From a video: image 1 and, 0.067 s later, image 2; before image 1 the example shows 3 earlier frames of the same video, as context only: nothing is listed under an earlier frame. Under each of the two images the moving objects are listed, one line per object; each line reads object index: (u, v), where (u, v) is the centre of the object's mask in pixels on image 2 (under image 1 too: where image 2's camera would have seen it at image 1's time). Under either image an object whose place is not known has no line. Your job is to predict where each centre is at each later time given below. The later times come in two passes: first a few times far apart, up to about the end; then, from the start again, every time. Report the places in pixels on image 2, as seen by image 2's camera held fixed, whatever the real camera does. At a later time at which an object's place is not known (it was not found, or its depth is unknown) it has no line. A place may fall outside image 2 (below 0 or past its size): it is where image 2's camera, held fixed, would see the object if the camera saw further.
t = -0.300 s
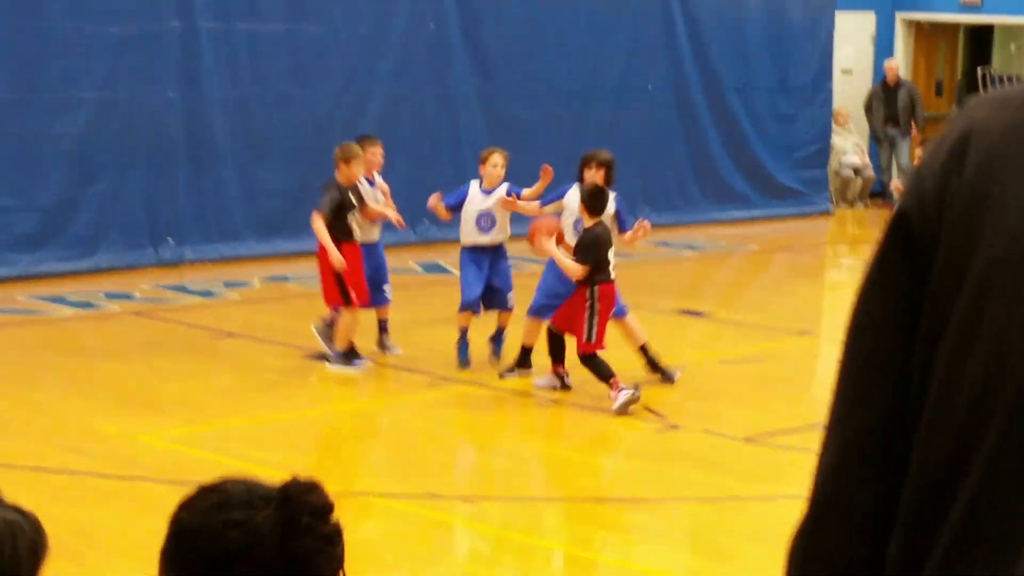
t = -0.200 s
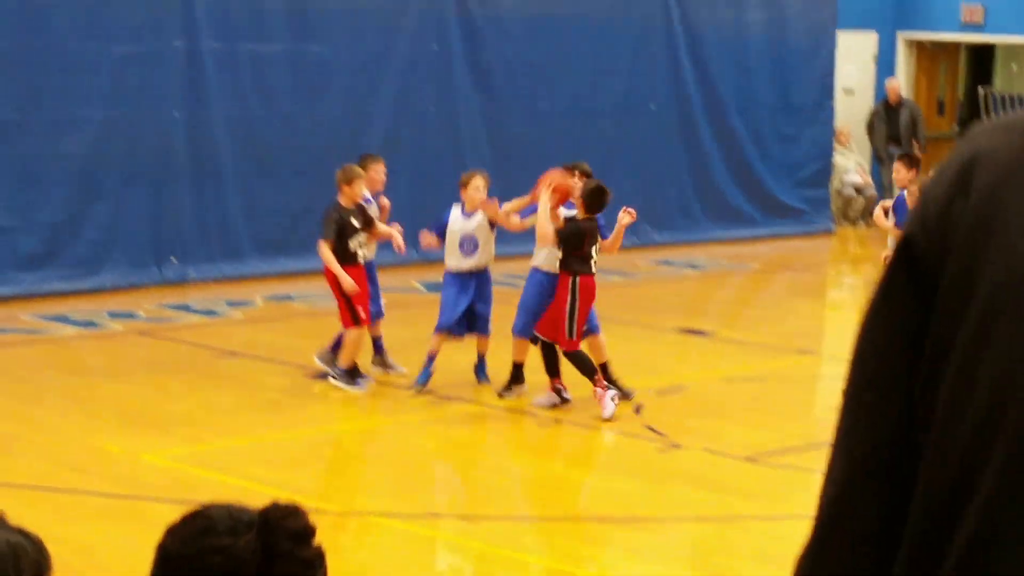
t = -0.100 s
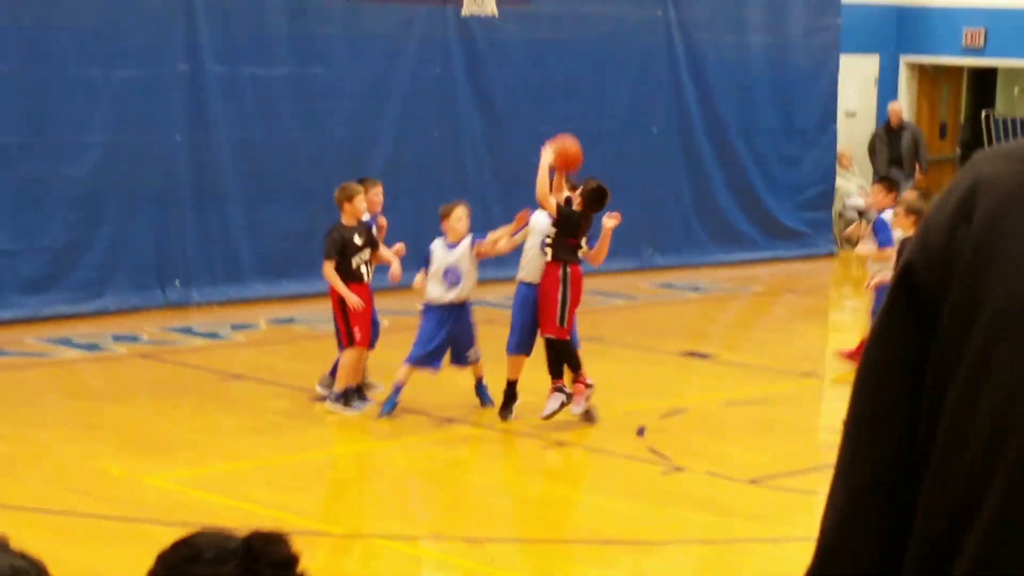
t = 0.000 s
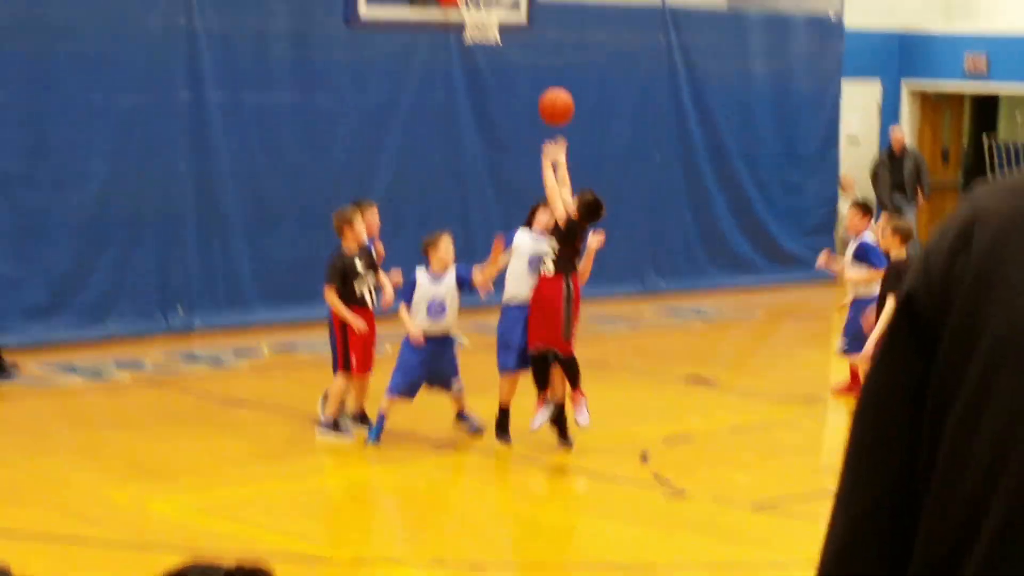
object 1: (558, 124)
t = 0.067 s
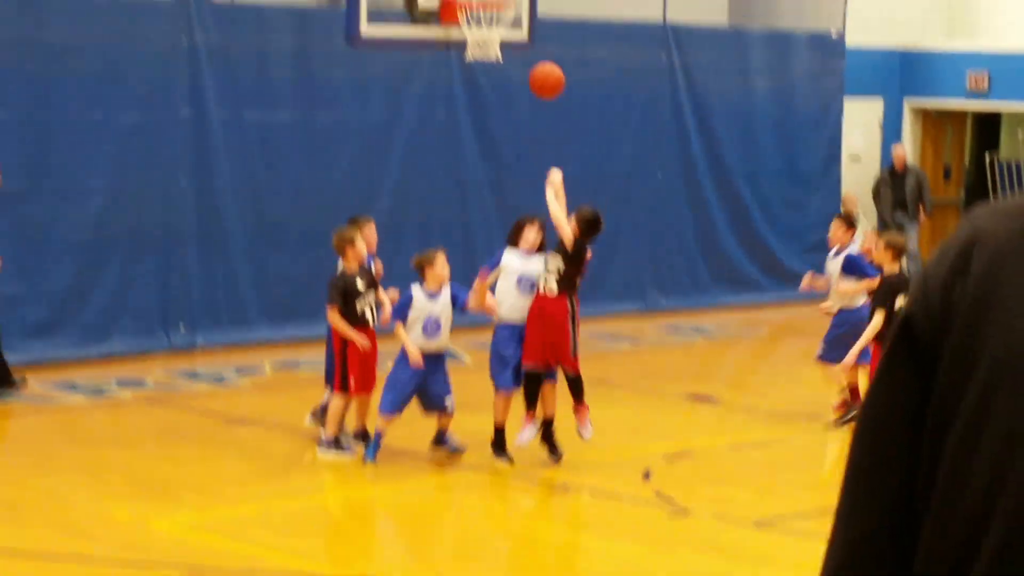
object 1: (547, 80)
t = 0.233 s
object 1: (520, 3)
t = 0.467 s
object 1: (484, -33)
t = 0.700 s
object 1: (453, -28)
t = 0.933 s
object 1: (461, -31)
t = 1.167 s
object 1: (492, 1)
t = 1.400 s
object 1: (478, 54)
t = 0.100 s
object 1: (541, 61)
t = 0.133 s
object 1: (537, 44)
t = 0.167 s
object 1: (532, 29)
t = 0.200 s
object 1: (527, 16)
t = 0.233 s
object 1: (520, 3)
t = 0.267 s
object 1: (515, -6)
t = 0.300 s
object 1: (509, -15)
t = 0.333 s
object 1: (504, -22)
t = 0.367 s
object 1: (499, -27)
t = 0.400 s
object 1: (495, -31)
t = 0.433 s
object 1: (489, -33)
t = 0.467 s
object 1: (484, -33)
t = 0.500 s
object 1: (479, -32)
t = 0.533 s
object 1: (474, -29)
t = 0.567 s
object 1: (469, -25)
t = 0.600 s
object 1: (464, -20)
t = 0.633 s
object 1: (459, -17)
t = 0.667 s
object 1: (456, -24)
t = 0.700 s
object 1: (453, -28)
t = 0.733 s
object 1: (449, -31)
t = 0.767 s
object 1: (446, -33)
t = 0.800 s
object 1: (444, -34)
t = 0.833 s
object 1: (447, -35)
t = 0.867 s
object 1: (452, -35)
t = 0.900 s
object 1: (456, -34)
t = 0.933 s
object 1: (461, -31)
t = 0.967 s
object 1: (466, -27)
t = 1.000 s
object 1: (471, -22)
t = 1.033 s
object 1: (475, -15)
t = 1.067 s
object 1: (480, -9)
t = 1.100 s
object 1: (484, -7)
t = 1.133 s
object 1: (489, -5)
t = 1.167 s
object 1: (492, 1)
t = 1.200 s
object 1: (497, 8)
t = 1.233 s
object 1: (496, 13)
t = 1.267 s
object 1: (494, 17)
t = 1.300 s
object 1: (487, 19)
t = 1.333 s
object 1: (484, 22)
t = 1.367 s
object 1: (483, 39)
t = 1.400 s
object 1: (478, 54)
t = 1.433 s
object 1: (475, 57)
